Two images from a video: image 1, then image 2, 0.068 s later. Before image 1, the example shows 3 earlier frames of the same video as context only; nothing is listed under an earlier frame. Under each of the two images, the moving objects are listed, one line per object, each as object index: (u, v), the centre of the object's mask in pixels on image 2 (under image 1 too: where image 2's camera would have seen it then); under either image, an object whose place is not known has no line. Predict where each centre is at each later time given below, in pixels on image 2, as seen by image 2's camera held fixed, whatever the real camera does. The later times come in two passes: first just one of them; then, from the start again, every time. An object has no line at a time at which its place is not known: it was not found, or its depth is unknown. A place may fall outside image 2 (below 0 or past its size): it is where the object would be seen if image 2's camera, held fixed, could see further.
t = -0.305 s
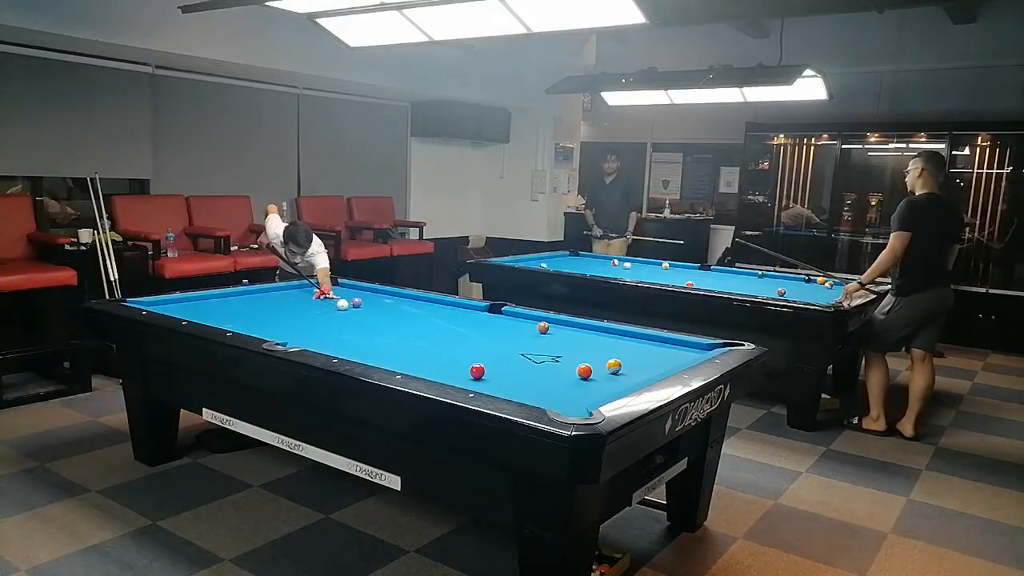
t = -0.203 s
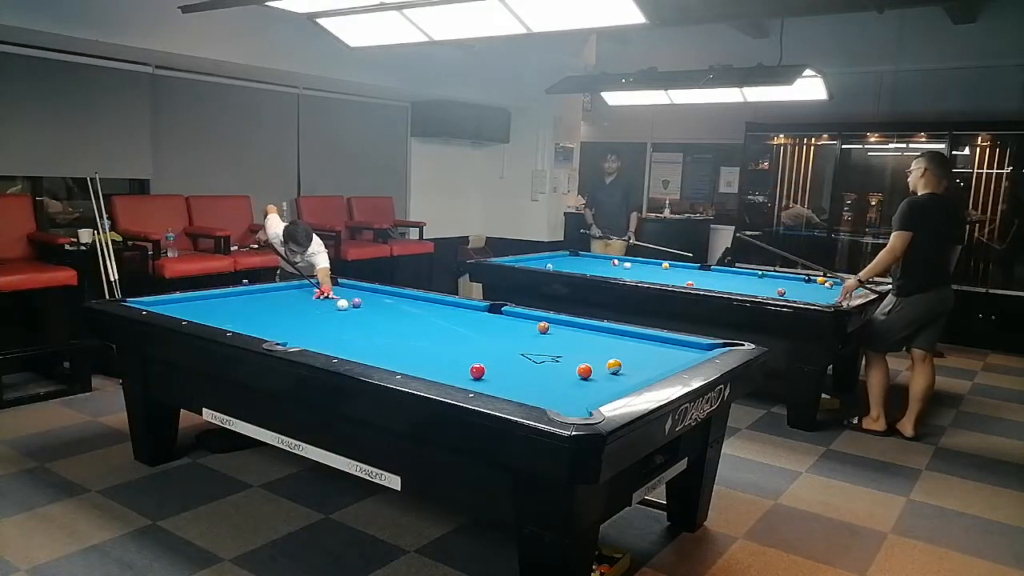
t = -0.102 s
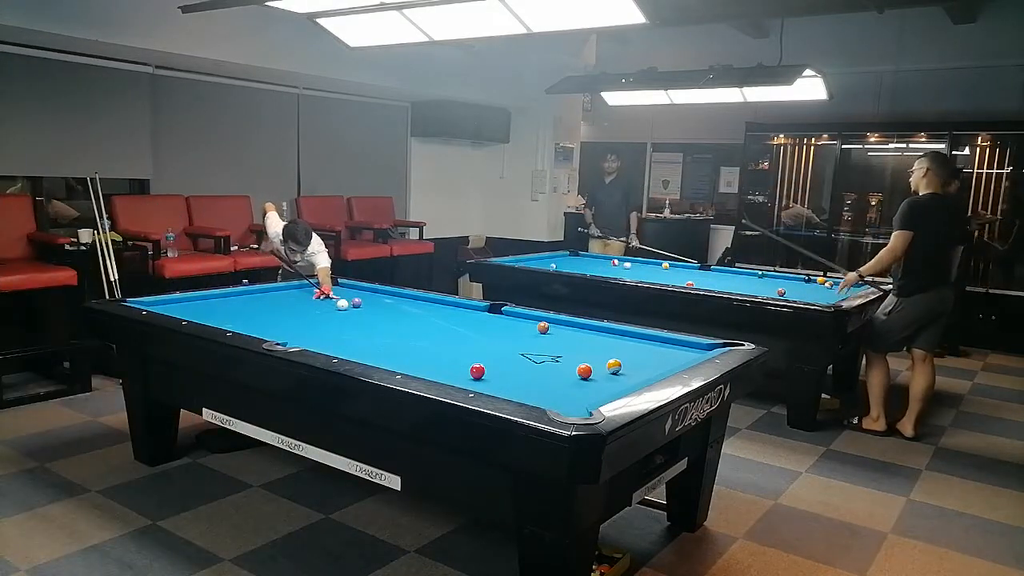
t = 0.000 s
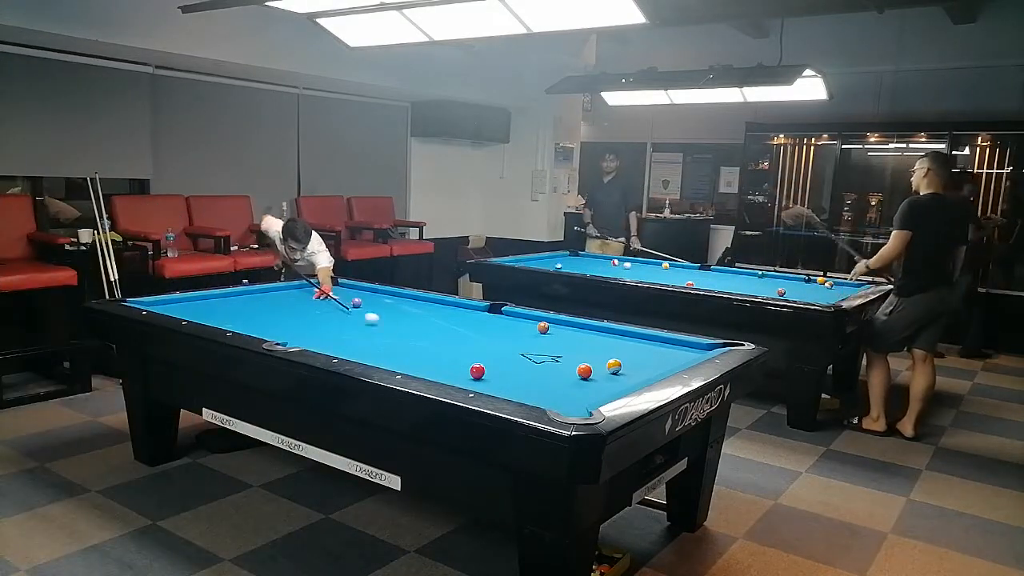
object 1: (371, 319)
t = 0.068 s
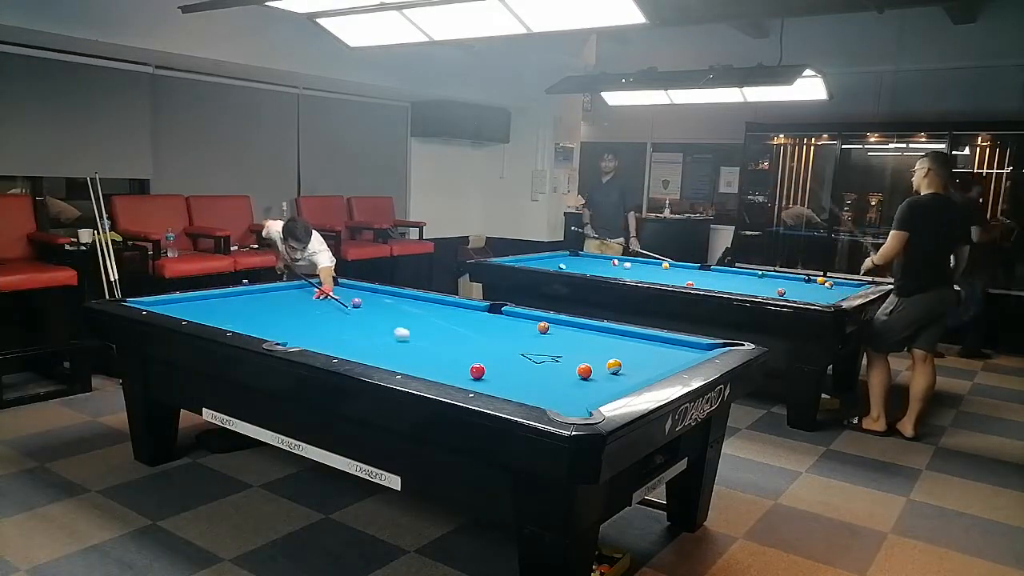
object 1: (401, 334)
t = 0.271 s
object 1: (459, 370)
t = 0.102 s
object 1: (418, 343)
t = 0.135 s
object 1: (437, 352)
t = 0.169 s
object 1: (457, 362)
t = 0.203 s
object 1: (466, 368)
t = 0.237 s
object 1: (463, 369)
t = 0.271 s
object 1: (459, 370)
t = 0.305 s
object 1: (456, 370)
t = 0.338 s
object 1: (452, 371)
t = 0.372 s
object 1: (449, 371)
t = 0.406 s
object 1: (446, 371)
